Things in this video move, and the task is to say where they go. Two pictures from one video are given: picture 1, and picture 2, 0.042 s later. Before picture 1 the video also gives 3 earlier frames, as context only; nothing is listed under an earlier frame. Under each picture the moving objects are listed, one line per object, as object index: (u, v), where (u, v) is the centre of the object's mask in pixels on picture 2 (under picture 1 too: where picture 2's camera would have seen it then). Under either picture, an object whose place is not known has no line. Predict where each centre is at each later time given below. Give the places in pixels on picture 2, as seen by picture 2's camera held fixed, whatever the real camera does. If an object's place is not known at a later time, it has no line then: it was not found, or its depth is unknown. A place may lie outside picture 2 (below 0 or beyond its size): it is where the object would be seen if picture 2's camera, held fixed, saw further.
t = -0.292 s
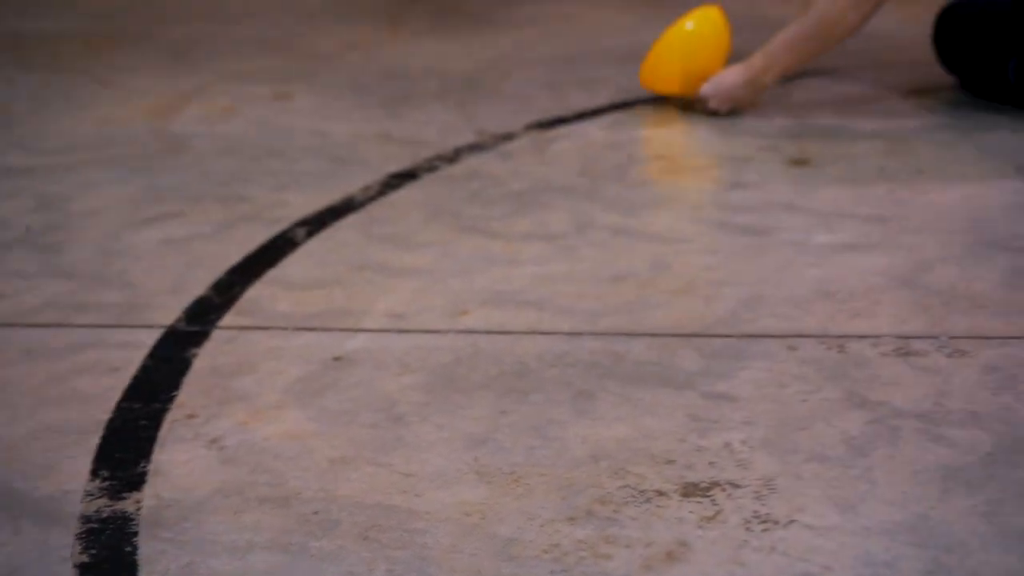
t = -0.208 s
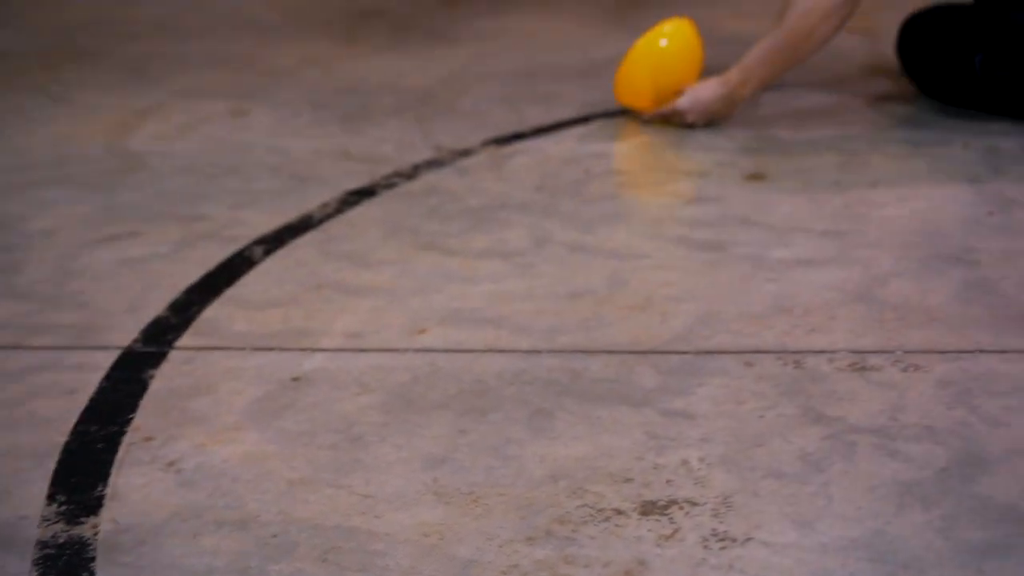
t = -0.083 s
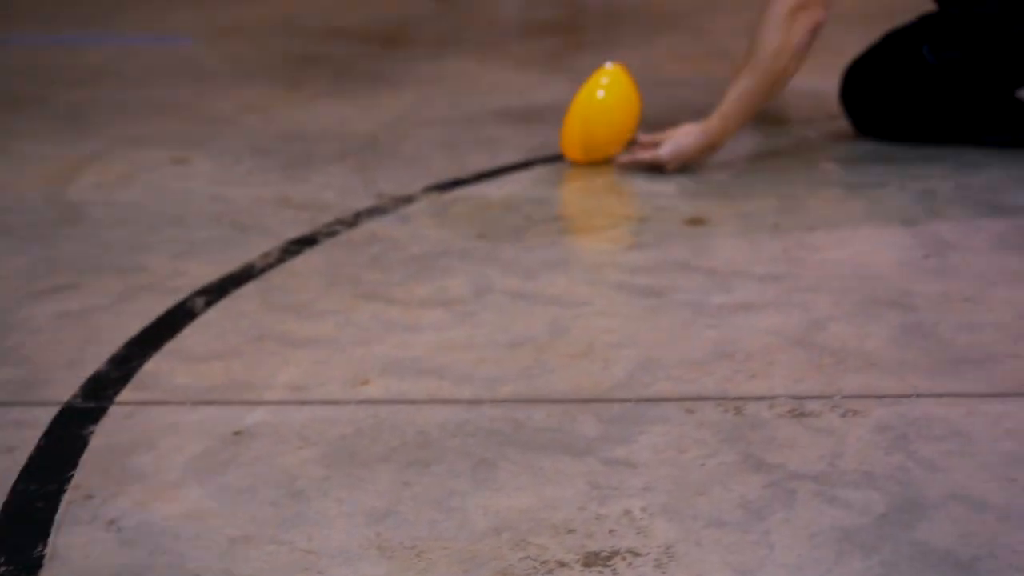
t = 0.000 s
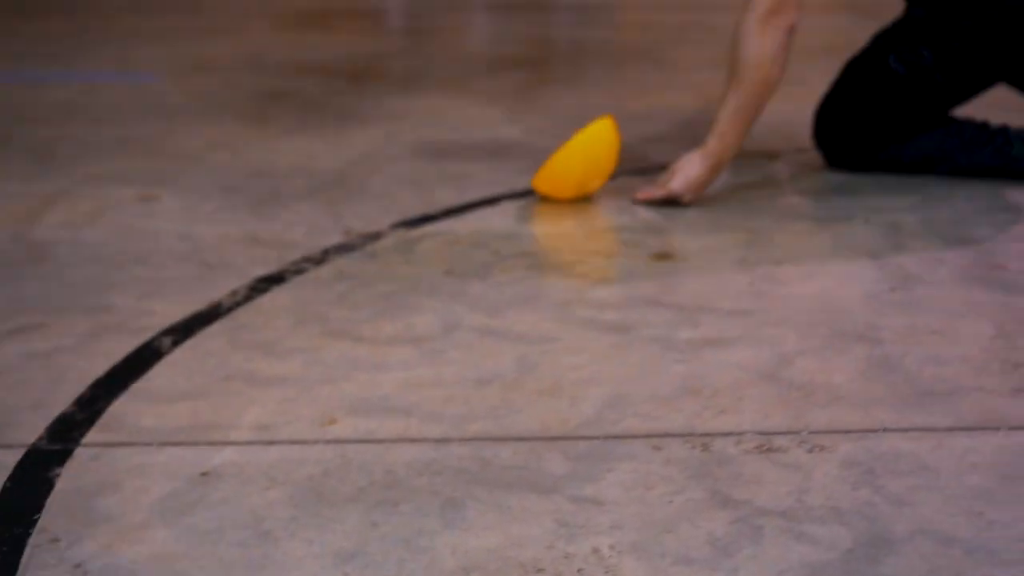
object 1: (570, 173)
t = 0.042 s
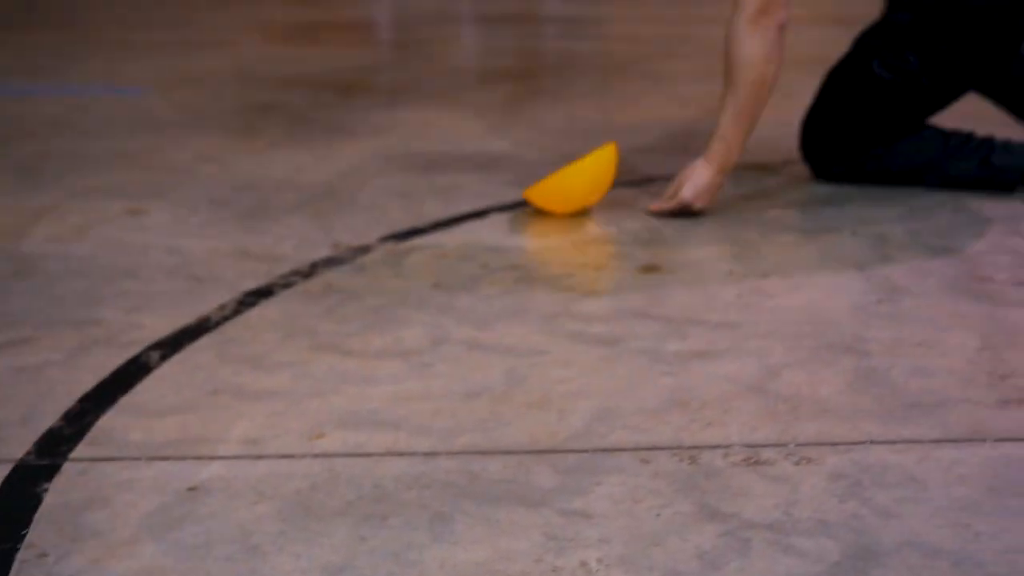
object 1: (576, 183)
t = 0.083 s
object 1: (586, 186)
